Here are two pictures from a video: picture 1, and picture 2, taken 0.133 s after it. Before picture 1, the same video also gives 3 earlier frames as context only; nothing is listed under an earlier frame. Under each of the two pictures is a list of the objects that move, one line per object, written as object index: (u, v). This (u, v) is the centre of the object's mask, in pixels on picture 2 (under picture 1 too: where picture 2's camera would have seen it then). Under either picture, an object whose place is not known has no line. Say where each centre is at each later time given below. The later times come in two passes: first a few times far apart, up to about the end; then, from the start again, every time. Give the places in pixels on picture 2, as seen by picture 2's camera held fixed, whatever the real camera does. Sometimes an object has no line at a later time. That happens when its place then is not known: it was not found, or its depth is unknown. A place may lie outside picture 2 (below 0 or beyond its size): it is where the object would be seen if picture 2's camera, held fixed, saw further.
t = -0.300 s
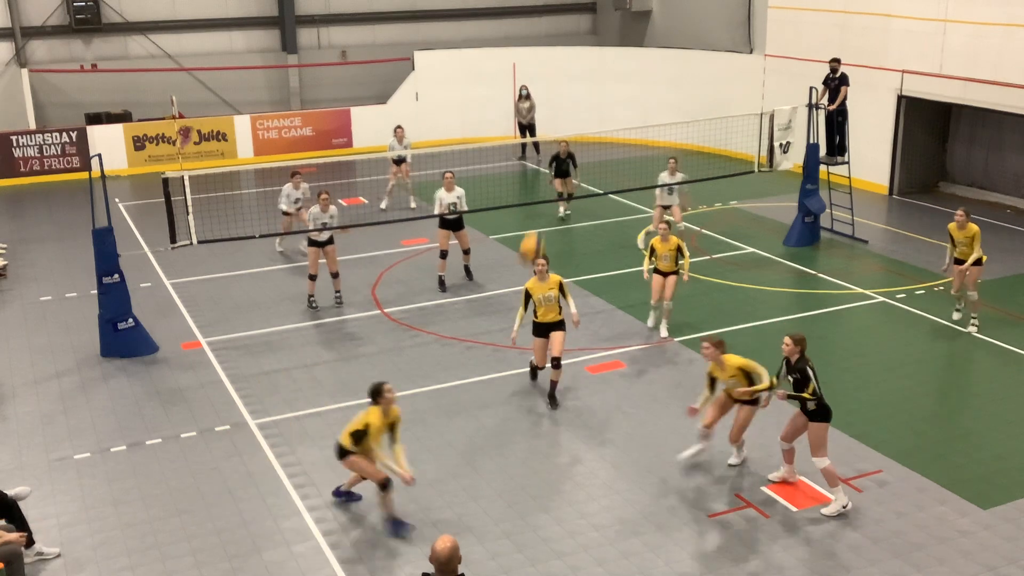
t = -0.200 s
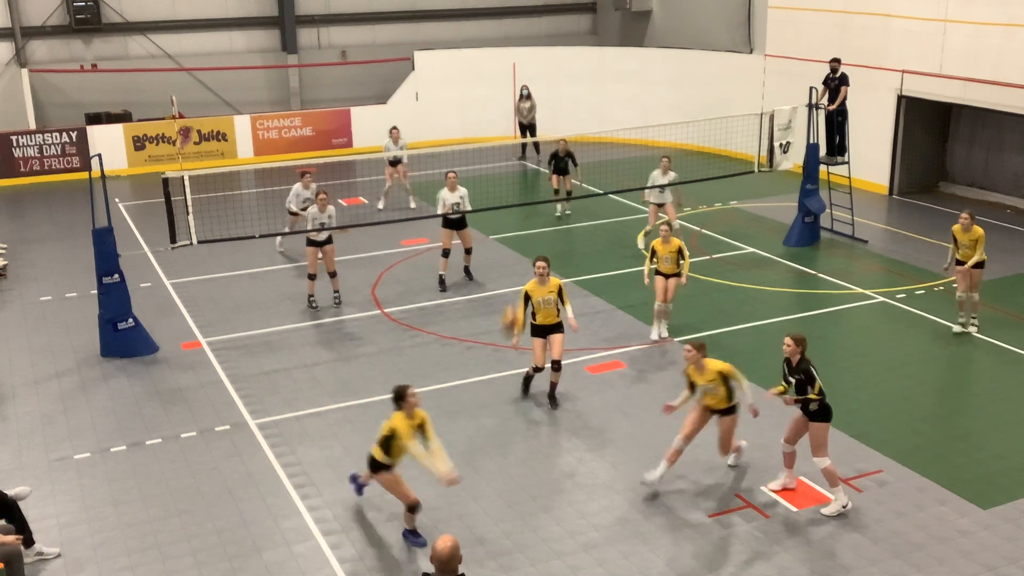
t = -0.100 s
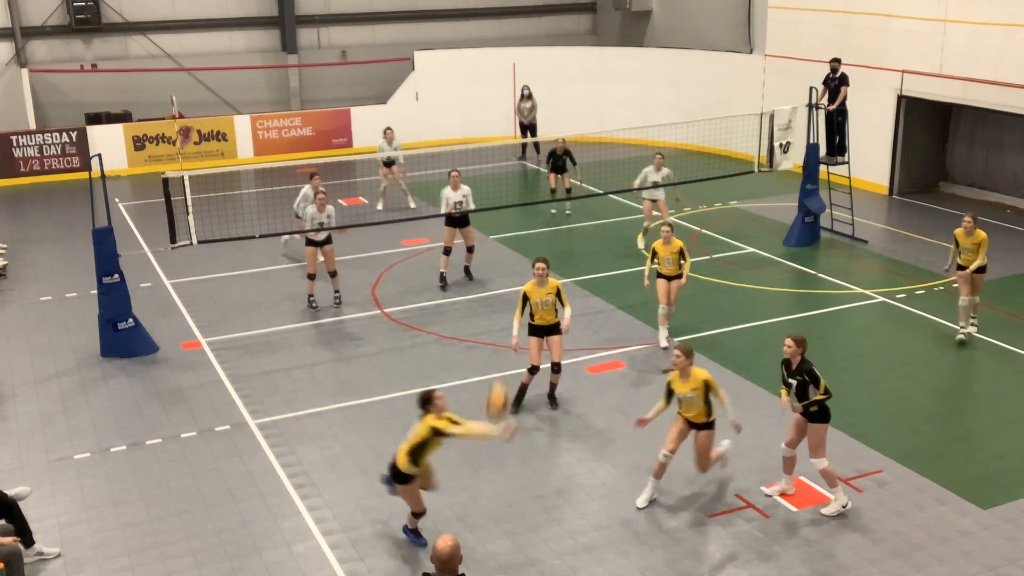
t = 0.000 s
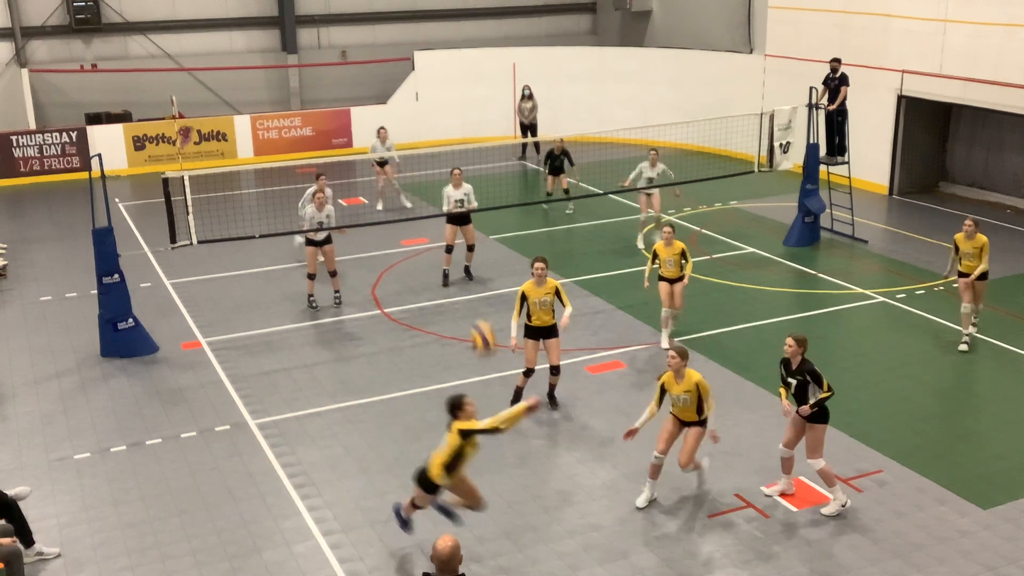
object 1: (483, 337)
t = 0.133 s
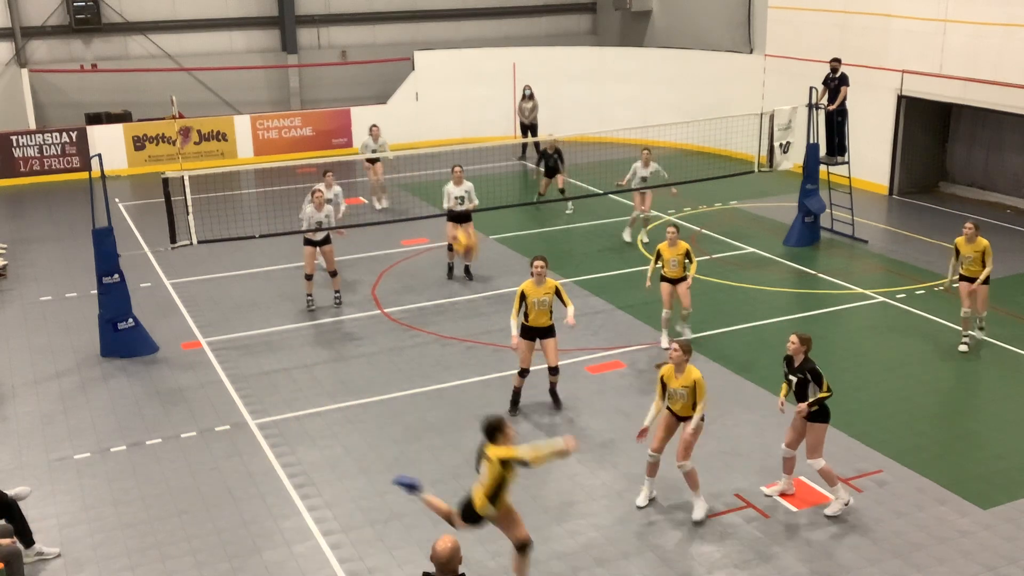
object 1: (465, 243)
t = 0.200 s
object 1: (457, 207)
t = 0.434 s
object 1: (424, 112)
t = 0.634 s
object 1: (399, 85)
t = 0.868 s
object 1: (375, 113)
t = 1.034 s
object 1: (363, 166)
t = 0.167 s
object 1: (460, 223)
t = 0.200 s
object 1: (457, 207)
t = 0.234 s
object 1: (451, 187)
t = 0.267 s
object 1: (445, 169)
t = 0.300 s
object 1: (441, 156)
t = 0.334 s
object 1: (438, 143)
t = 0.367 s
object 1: (433, 132)
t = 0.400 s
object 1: (428, 120)
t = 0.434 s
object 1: (424, 112)
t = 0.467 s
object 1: (419, 104)
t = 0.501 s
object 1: (415, 97)
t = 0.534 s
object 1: (410, 92)
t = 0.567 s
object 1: (407, 89)
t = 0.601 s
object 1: (402, 86)
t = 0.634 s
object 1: (399, 85)
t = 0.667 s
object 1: (395, 85)
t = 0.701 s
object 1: (391, 87)
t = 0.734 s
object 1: (388, 90)
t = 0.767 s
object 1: (385, 94)
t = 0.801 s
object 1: (382, 99)
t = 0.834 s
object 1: (378, 105)
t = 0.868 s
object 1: (375, 113)
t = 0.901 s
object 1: (373, 122)
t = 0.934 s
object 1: (370, 132)
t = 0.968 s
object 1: (367, 141)
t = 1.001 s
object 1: (365, 154)
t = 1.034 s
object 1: (363, 166)
